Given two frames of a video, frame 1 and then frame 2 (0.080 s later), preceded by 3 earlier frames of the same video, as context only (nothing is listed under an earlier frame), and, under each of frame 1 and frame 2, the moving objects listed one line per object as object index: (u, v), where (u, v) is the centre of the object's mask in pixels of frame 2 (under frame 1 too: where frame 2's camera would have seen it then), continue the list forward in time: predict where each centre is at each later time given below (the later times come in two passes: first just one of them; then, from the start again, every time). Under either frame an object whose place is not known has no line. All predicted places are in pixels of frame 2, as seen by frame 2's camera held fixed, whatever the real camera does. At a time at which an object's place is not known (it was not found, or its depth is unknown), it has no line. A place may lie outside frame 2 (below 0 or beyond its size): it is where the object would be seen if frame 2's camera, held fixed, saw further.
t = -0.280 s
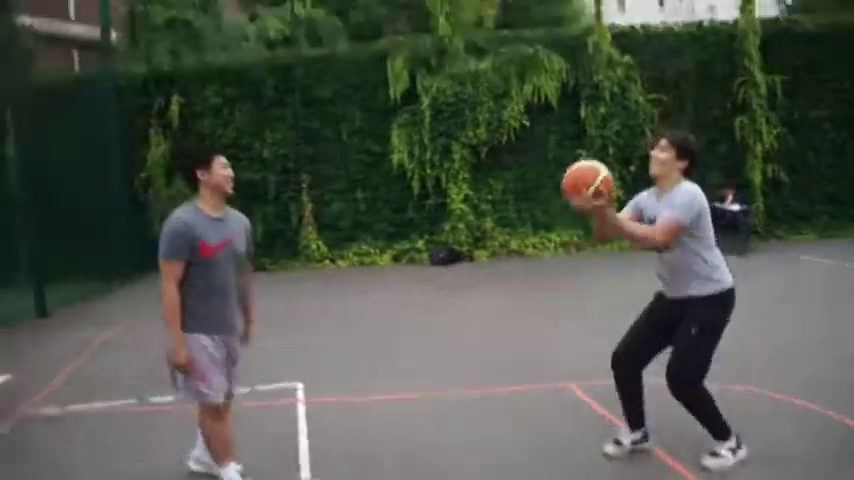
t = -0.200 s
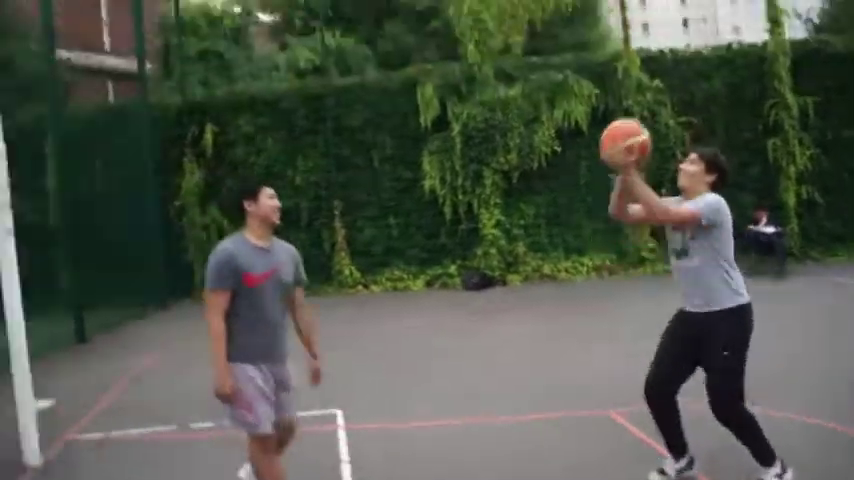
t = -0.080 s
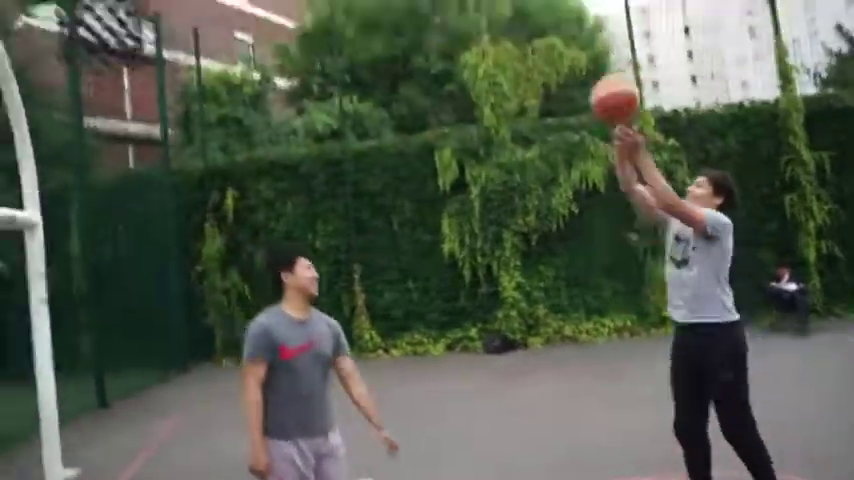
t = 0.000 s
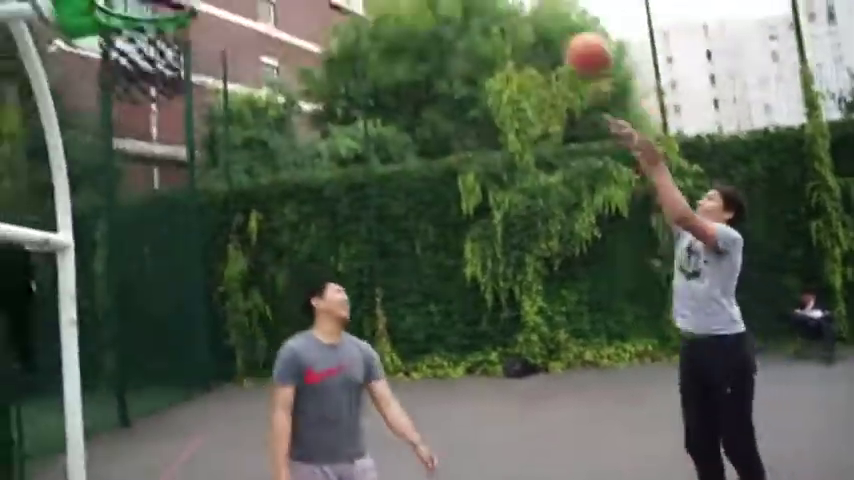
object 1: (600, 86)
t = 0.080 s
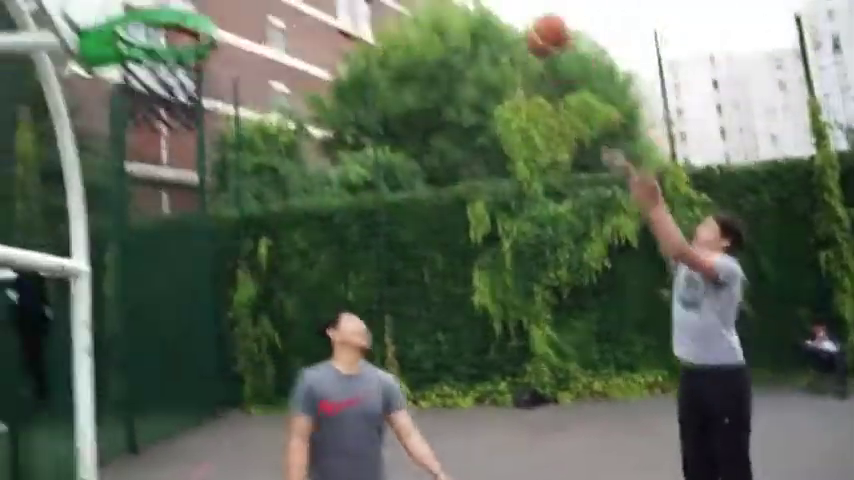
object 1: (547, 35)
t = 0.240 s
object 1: (444, -37)
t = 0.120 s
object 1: (520, 11)
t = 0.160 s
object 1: (494, -7)
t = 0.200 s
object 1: (468, -23)
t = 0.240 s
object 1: (444, -37)
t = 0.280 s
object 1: (421, -47)
